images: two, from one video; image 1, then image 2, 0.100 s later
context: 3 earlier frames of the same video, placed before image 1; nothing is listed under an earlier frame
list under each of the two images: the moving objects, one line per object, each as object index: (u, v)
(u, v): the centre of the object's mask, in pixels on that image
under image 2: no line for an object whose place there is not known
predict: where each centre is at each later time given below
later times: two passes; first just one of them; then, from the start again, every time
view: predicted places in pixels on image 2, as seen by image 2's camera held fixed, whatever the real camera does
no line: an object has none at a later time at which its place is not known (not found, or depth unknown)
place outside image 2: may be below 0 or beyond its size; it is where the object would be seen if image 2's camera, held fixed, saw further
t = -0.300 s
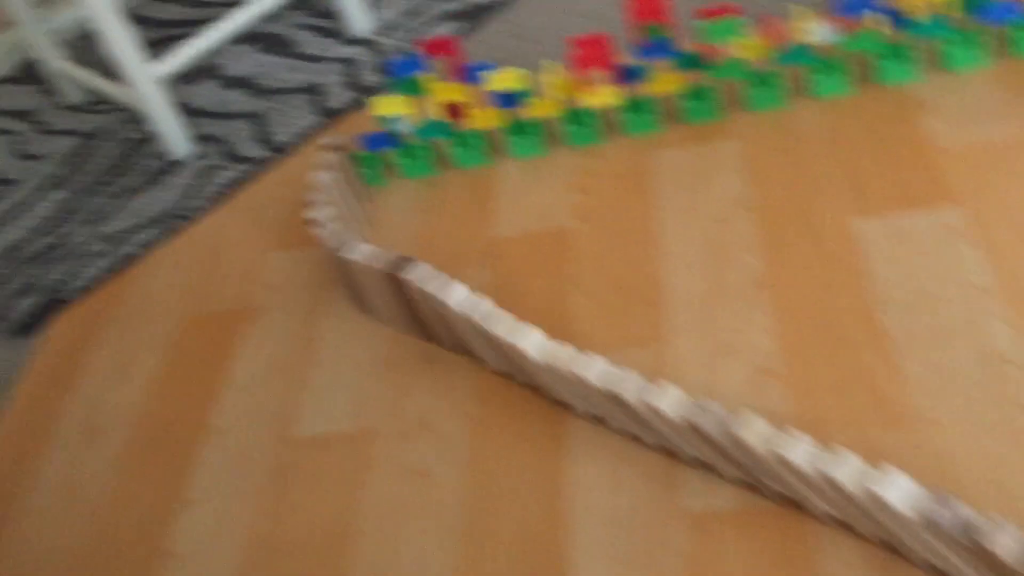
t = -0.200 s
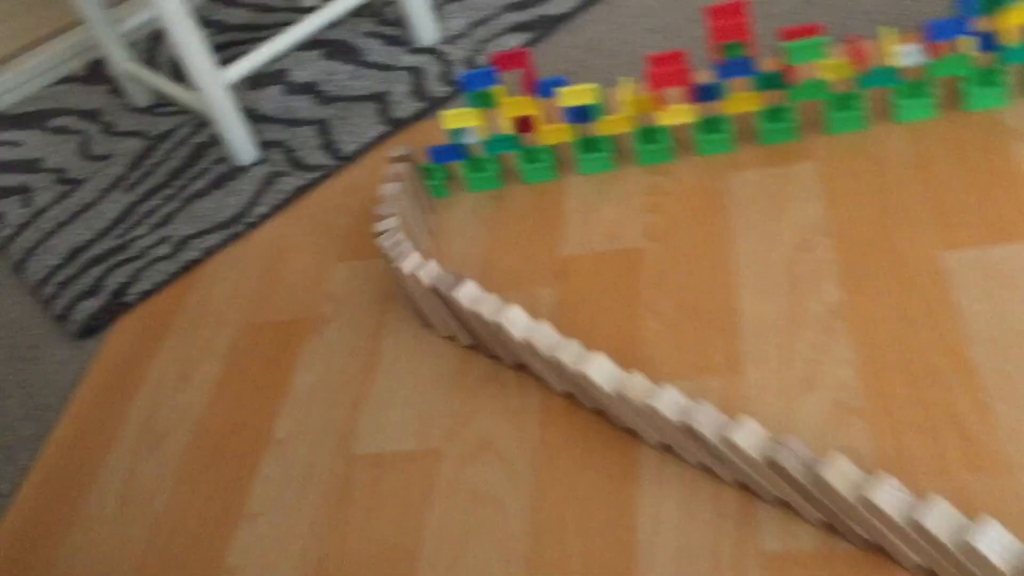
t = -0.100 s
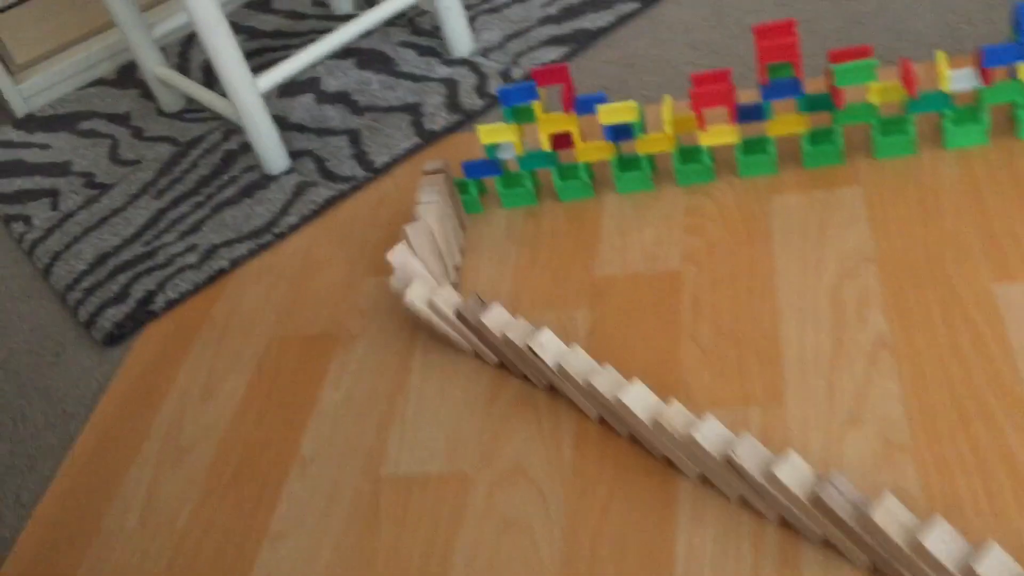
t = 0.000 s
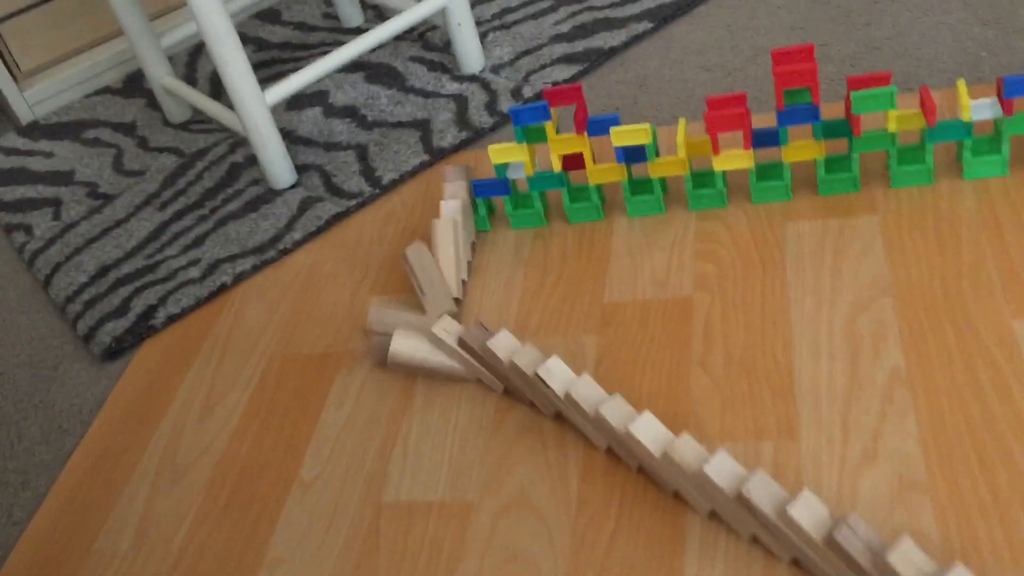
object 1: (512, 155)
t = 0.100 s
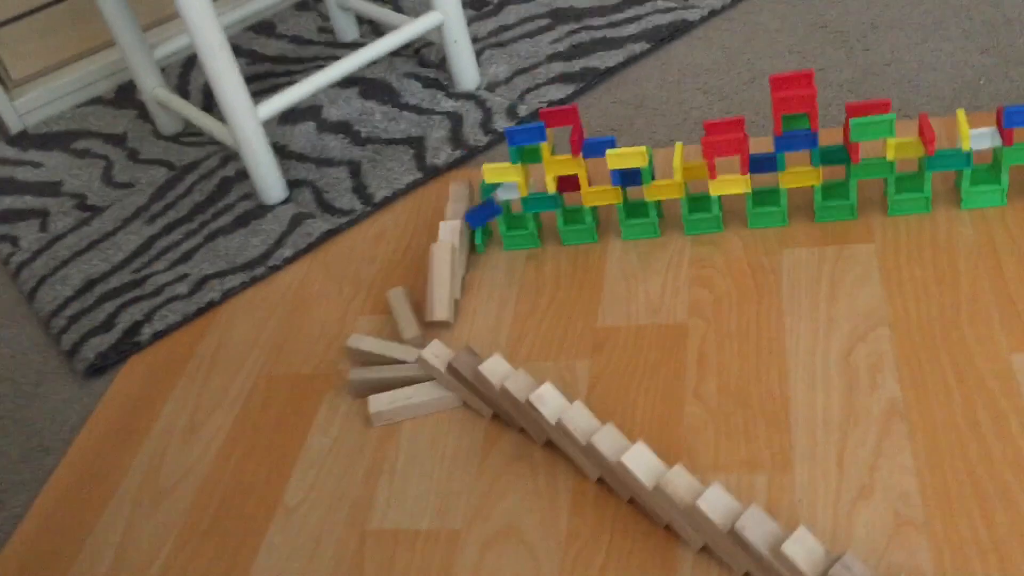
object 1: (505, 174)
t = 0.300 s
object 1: (504, 233)
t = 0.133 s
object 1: (503, 175)
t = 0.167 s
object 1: (505, 177)
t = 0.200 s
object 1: (507, 184)
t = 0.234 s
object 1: (504, 199)
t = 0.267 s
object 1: (505, 218)
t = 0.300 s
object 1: (504, 233)
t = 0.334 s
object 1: (506, 241)
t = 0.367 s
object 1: (505, 249)
